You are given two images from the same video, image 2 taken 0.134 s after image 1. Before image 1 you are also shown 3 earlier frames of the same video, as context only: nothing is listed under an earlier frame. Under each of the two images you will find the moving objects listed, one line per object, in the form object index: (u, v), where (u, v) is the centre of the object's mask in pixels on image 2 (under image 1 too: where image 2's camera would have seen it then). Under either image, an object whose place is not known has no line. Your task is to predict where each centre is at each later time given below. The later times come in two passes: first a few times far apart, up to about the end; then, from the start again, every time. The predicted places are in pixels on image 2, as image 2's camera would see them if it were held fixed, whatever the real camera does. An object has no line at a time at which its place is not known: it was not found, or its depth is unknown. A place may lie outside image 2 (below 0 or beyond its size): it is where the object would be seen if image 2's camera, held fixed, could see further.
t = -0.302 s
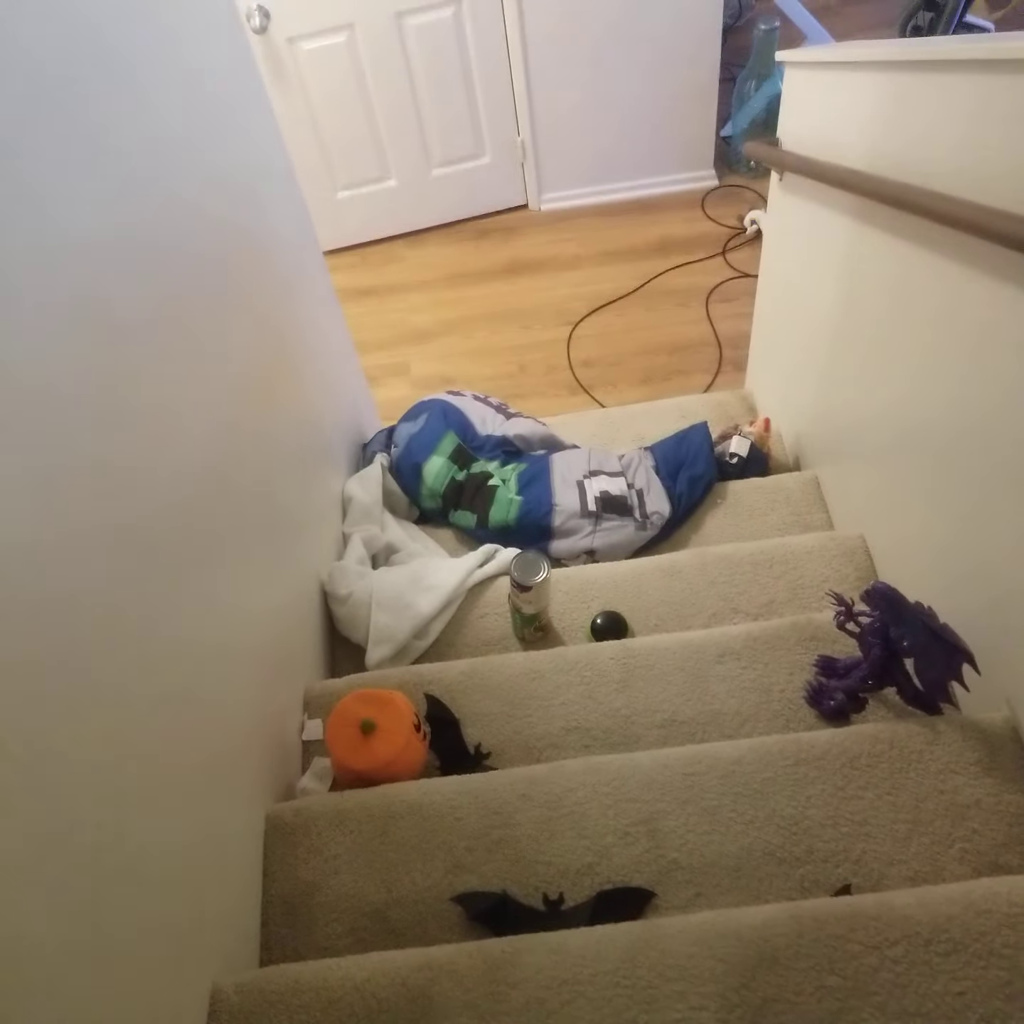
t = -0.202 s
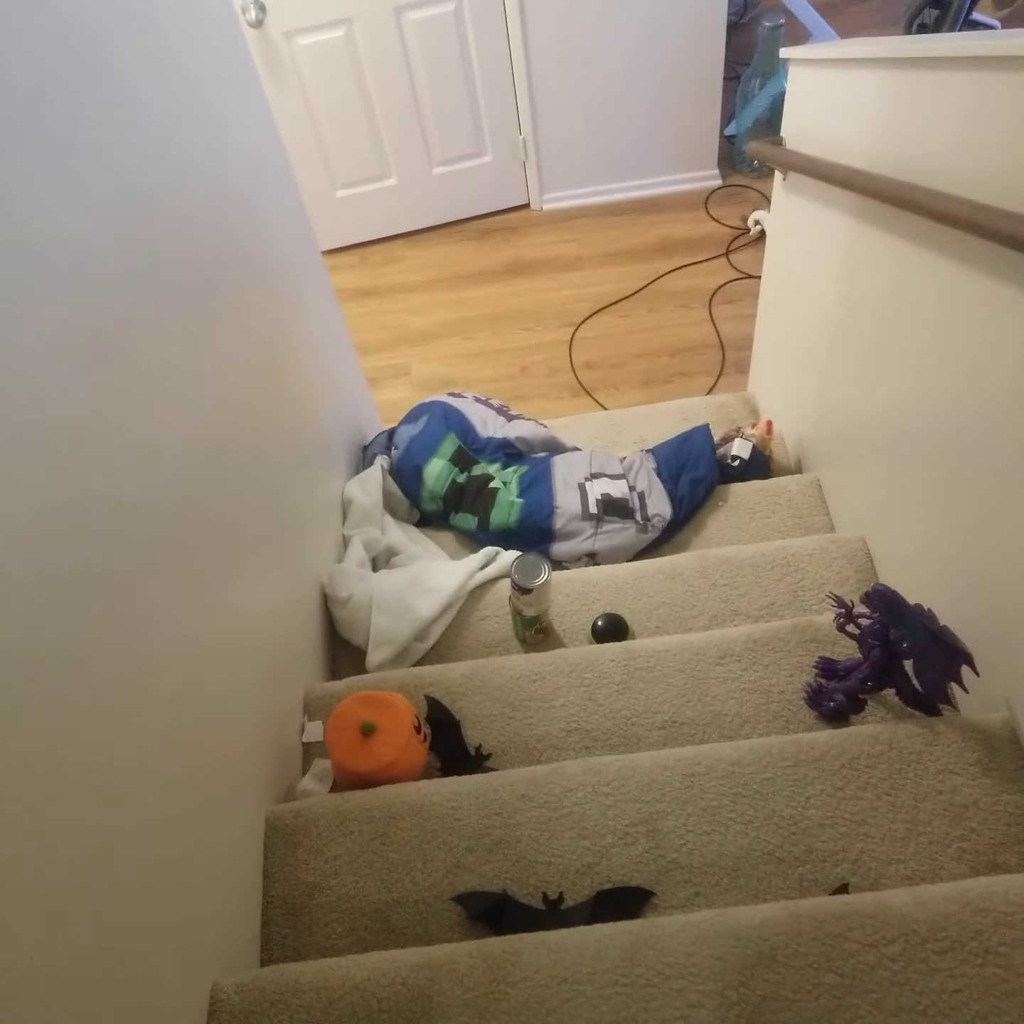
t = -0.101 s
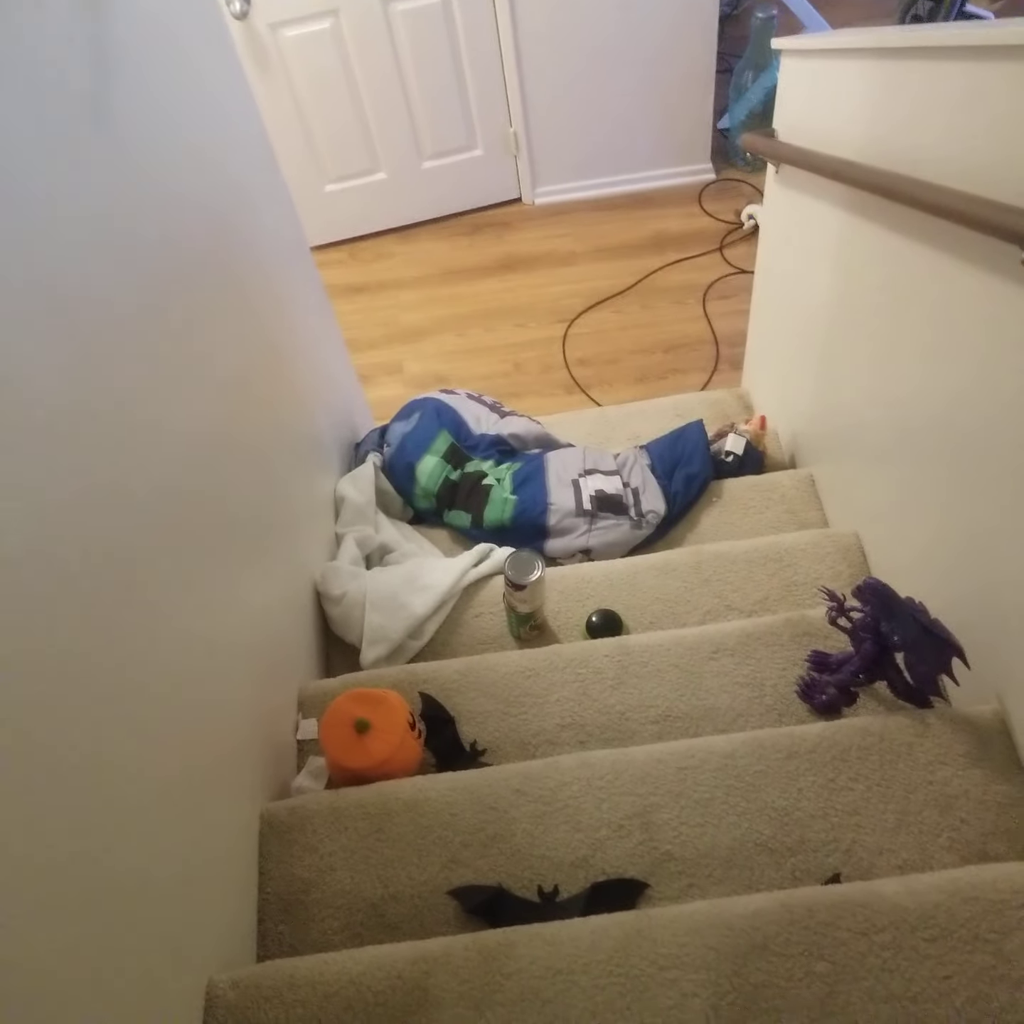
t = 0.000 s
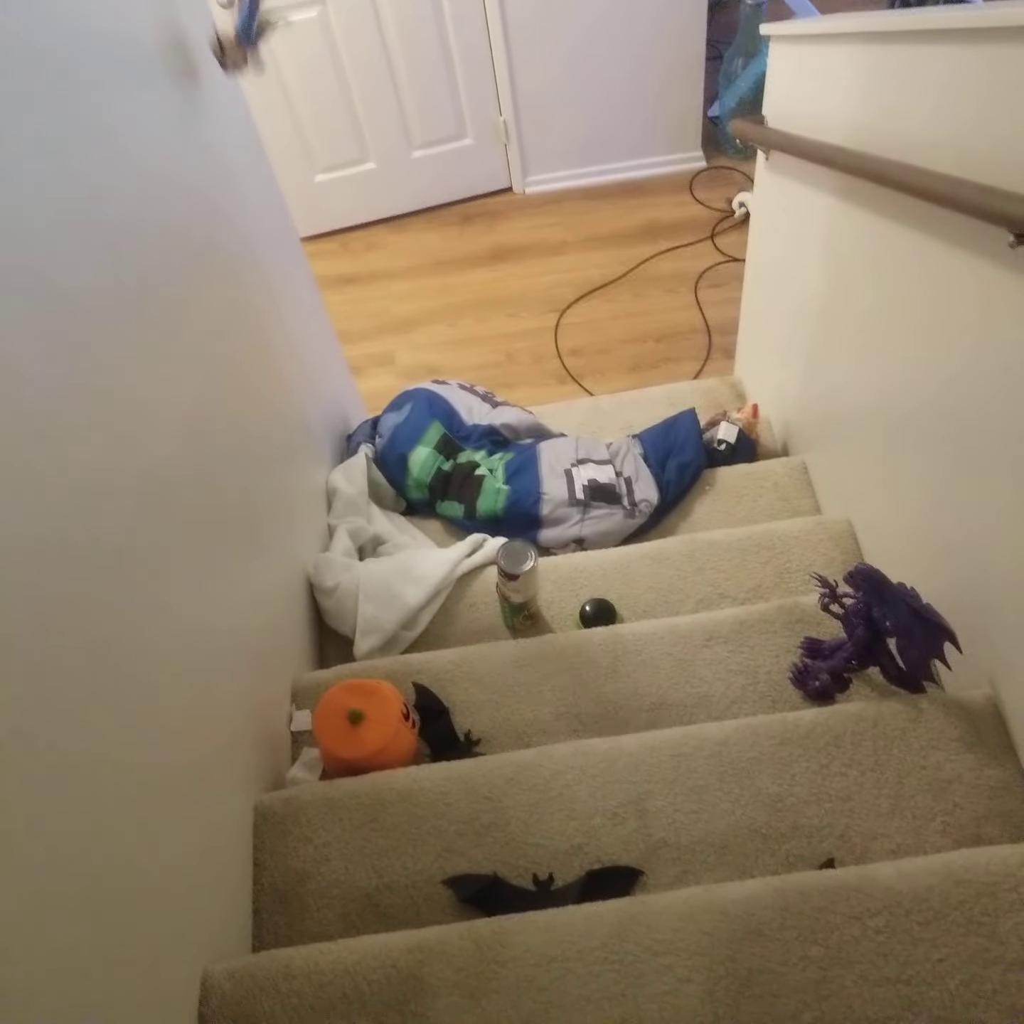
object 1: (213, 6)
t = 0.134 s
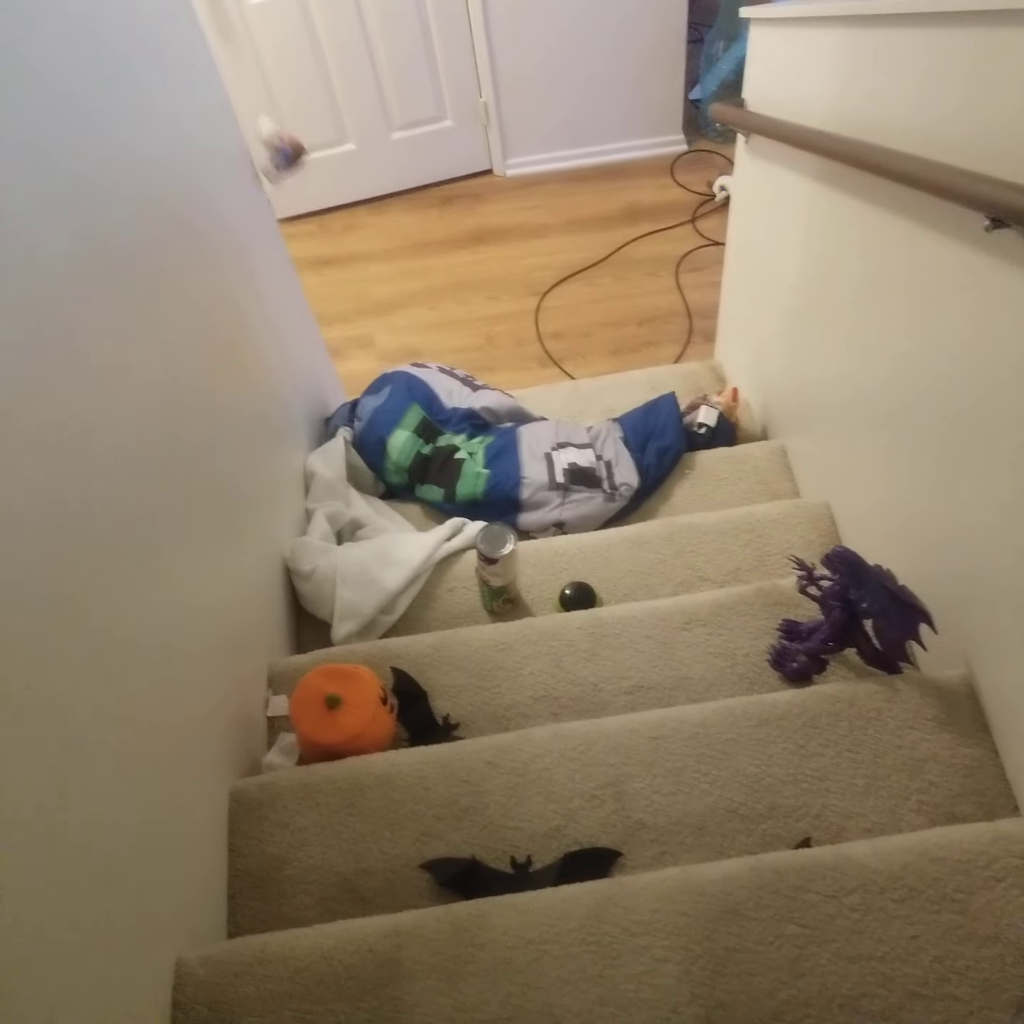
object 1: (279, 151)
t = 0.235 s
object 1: (341, 239)
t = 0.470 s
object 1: (389, 276)
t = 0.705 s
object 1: (401, 289)
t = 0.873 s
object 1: (393, 297)
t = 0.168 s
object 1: (304, 184)
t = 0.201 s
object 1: (325, 213)
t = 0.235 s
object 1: (341, 239)
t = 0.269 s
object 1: (359, 269)
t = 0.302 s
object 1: (375, 294)
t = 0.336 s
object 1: (384, 310)
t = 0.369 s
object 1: (383, 302)
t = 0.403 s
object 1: (389, 284)
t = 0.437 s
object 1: (389, 277)
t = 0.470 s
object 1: (389, 276)
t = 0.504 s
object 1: (395, 273)
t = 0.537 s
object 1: (400, 281)
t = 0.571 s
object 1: (403, 285)
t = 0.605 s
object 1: (405, 284)
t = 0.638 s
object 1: (403, 284)
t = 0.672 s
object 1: (402, 286)
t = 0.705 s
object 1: (401, 289)
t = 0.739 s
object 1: (399, 293)
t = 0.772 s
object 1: (397, 293)
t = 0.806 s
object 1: (394, 294)
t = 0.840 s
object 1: (393, 296)
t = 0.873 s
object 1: (393, 297)
